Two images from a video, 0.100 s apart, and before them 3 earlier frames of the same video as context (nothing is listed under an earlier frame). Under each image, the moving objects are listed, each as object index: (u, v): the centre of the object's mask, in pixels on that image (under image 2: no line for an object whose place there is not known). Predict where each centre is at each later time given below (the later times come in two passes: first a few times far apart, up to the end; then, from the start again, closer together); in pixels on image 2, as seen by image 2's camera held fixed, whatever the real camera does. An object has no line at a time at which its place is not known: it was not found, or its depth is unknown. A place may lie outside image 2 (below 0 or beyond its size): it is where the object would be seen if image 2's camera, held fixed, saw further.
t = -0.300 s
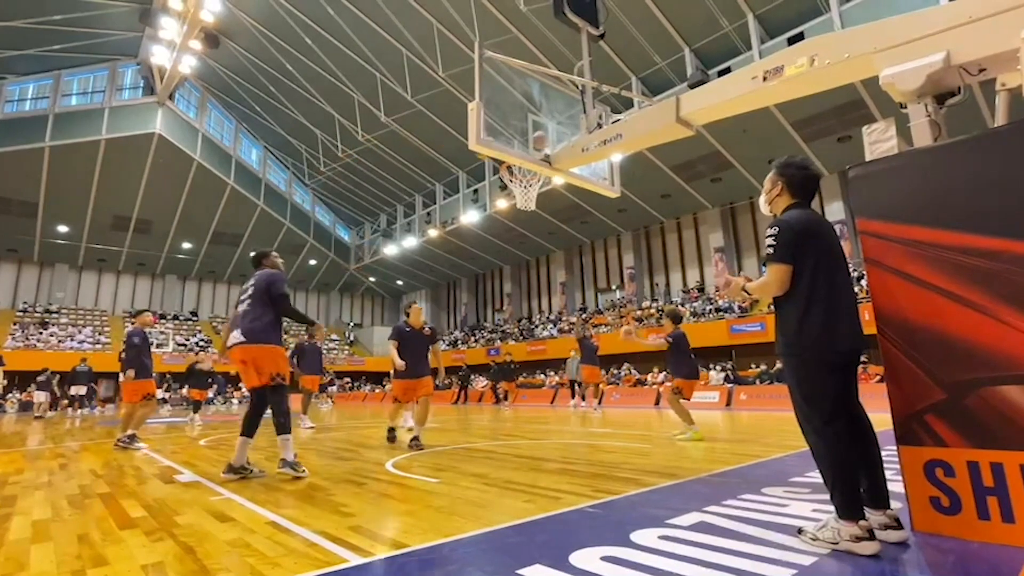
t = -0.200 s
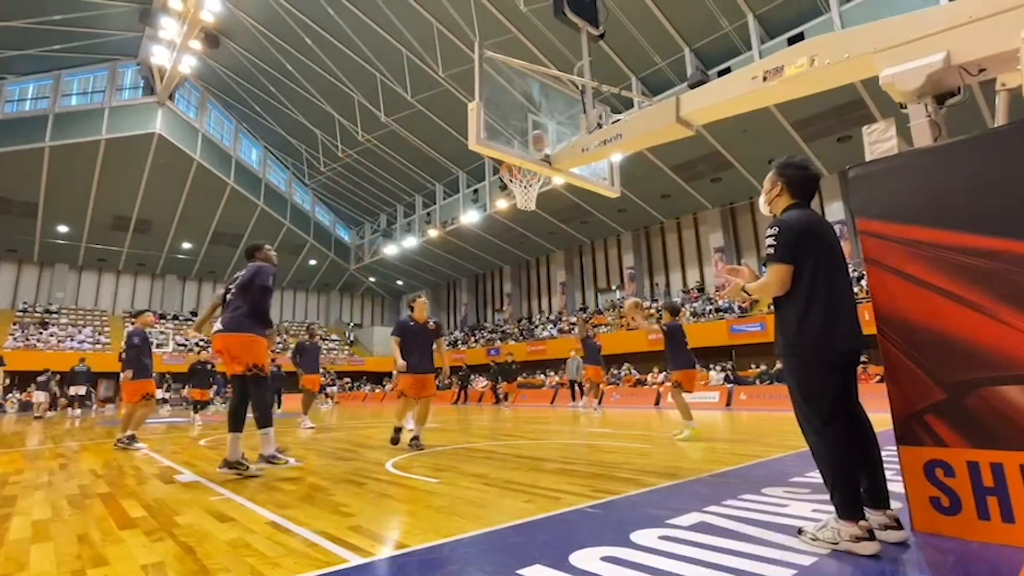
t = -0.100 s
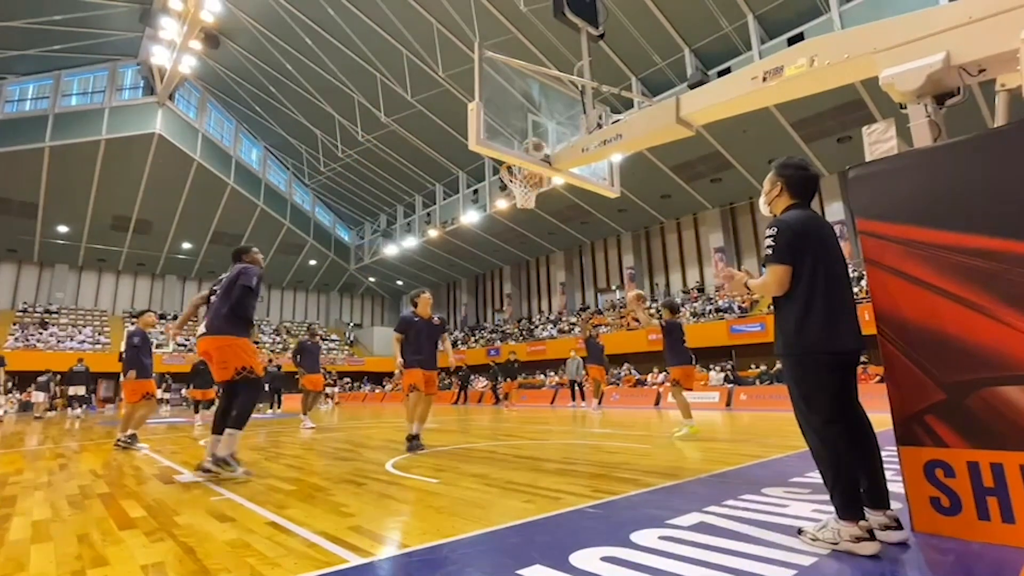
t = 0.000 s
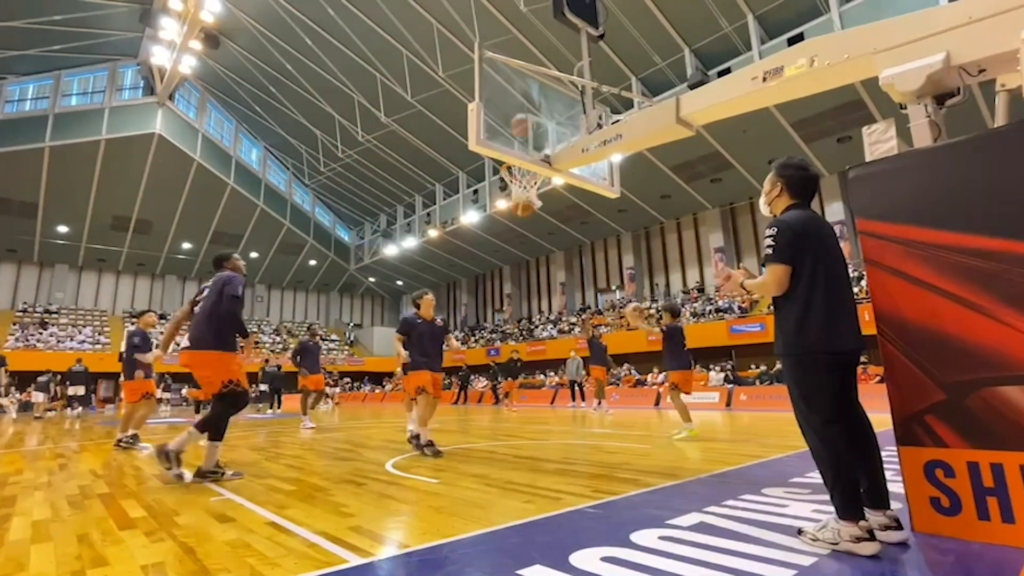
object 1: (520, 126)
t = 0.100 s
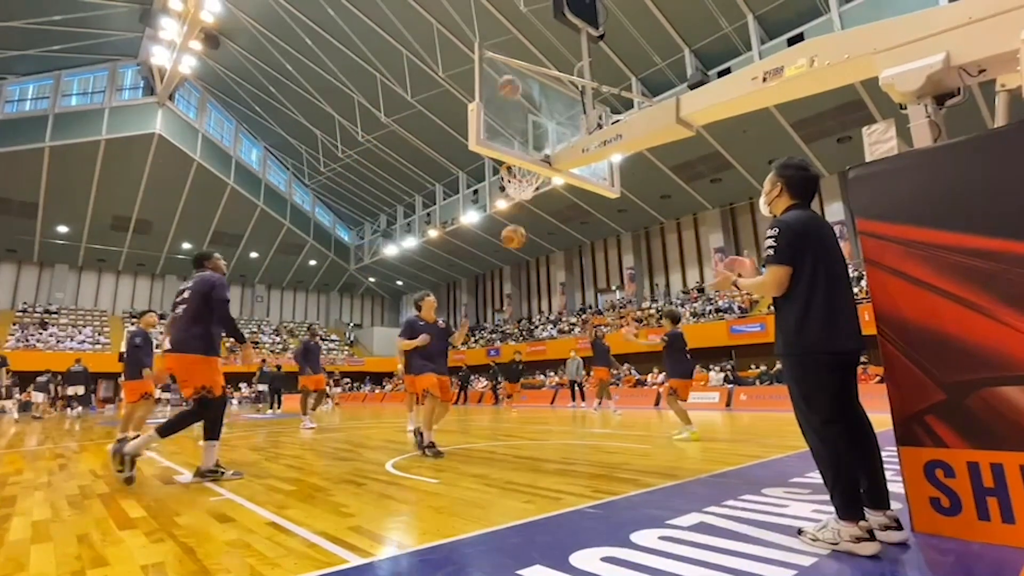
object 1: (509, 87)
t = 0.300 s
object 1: (483, 35)
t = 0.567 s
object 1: (450, 18)
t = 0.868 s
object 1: (413, 59)
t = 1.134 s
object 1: (379, 161)
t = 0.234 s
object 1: (493, 45)
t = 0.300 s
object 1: (483, 35)
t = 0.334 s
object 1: (478, 31)
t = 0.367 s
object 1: (475, 27)
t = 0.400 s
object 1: (470, 23)
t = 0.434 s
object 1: (465, 20)
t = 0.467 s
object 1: (462, 19)
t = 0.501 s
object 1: (458, 17)
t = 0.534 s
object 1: (454, 17)
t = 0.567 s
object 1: (450, 18)
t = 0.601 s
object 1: (445, 19)
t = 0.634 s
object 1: (442, 21)
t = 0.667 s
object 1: (438, 23)
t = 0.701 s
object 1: (433, 27)
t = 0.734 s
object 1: (429, 32)
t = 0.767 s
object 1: (425, 37)
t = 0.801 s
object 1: (422, 44)
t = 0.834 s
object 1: (417, 51)
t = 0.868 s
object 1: (413, 59)
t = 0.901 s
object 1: (409, 69)
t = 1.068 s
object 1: (388, 130)
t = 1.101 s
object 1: (383, 144)
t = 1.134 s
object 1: (379, 161)
